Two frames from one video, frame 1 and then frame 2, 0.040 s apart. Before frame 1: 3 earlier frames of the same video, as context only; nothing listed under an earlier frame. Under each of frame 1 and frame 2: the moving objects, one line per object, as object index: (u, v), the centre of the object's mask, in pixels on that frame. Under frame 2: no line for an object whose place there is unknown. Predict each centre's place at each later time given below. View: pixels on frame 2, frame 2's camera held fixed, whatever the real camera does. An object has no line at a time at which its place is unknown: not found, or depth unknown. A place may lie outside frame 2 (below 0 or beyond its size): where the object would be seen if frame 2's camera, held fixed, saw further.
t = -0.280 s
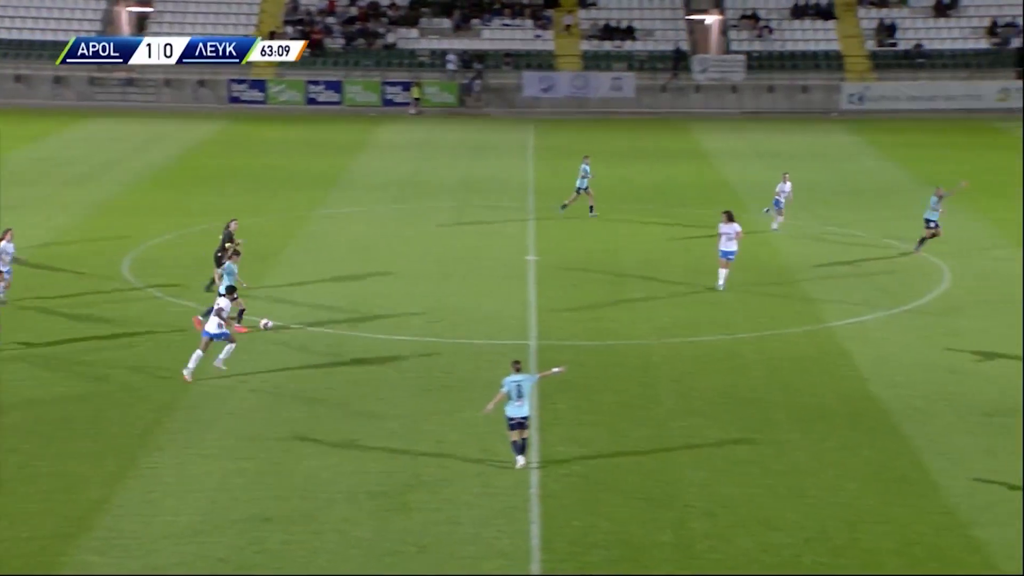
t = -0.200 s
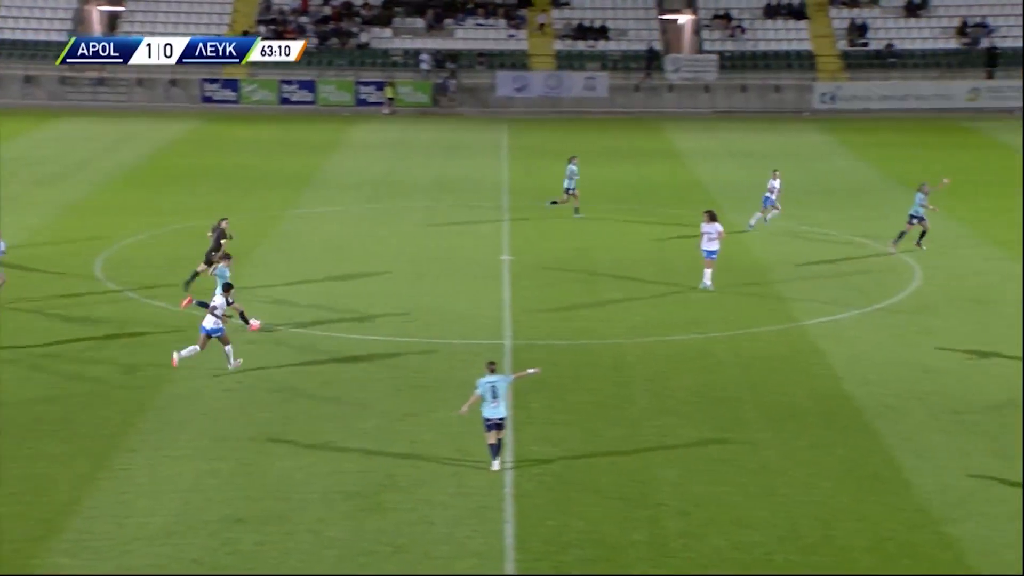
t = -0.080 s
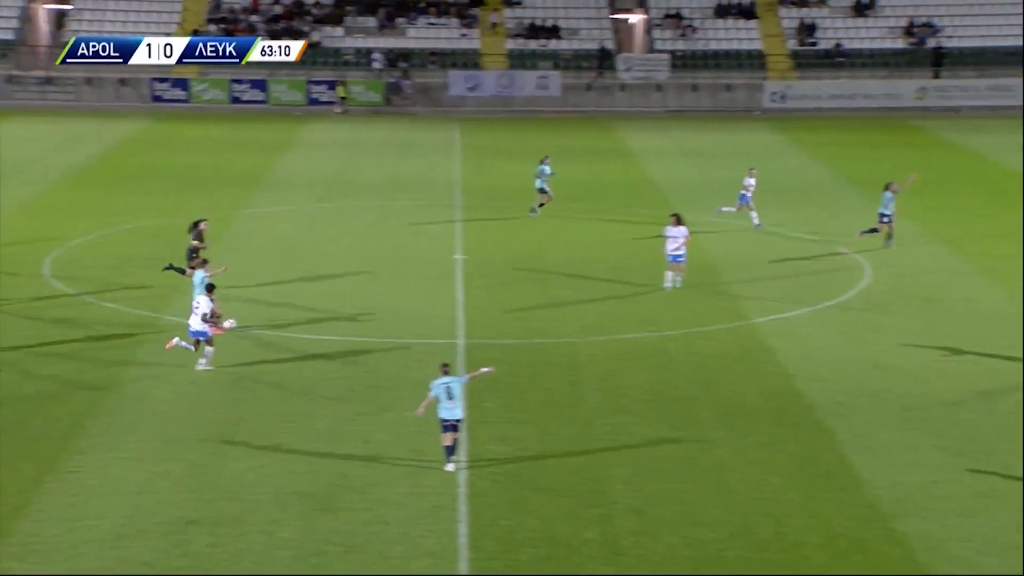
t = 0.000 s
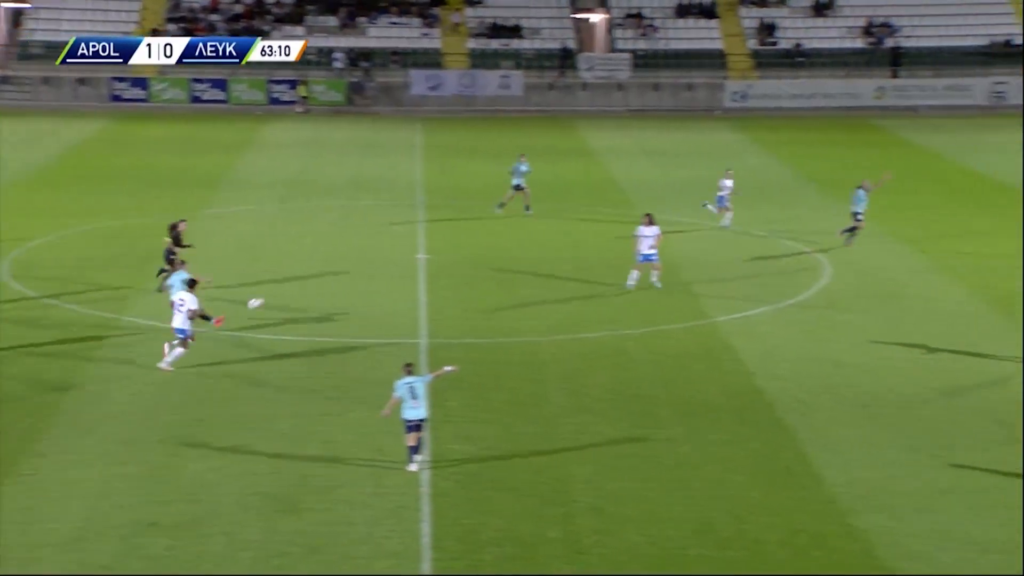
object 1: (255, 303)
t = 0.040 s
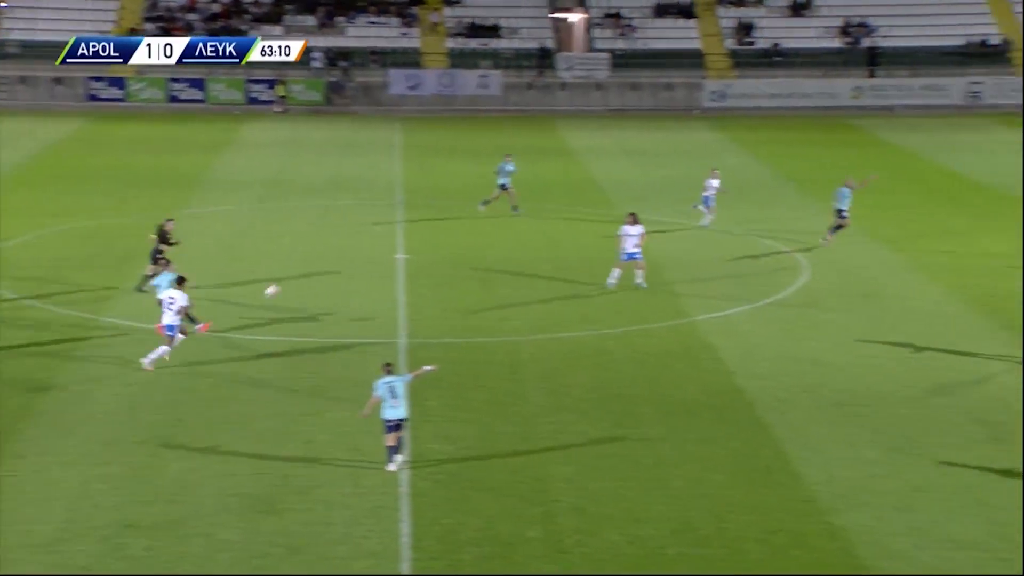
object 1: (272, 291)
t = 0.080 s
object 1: (308, 279)
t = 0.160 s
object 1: (378, 259)
